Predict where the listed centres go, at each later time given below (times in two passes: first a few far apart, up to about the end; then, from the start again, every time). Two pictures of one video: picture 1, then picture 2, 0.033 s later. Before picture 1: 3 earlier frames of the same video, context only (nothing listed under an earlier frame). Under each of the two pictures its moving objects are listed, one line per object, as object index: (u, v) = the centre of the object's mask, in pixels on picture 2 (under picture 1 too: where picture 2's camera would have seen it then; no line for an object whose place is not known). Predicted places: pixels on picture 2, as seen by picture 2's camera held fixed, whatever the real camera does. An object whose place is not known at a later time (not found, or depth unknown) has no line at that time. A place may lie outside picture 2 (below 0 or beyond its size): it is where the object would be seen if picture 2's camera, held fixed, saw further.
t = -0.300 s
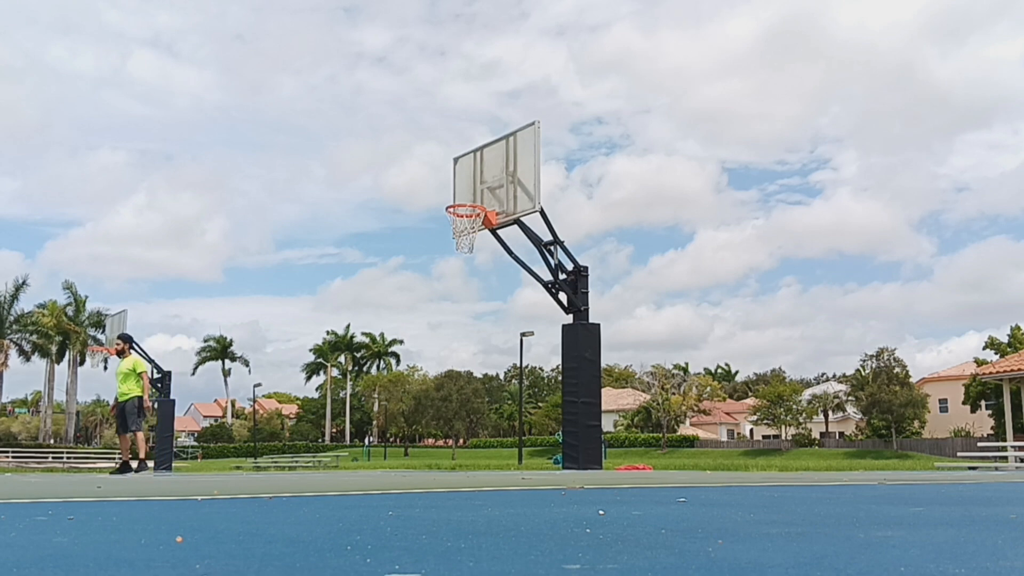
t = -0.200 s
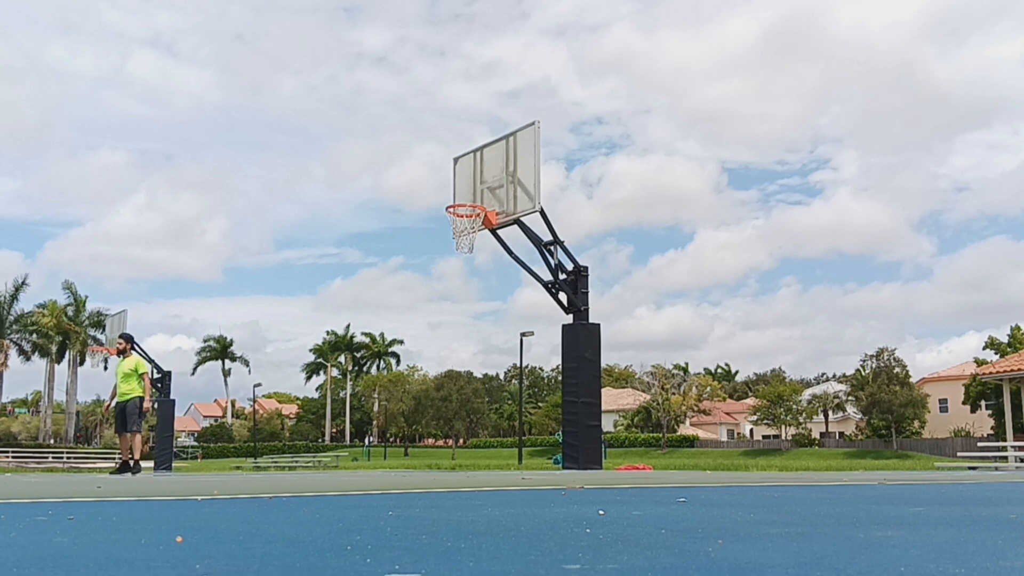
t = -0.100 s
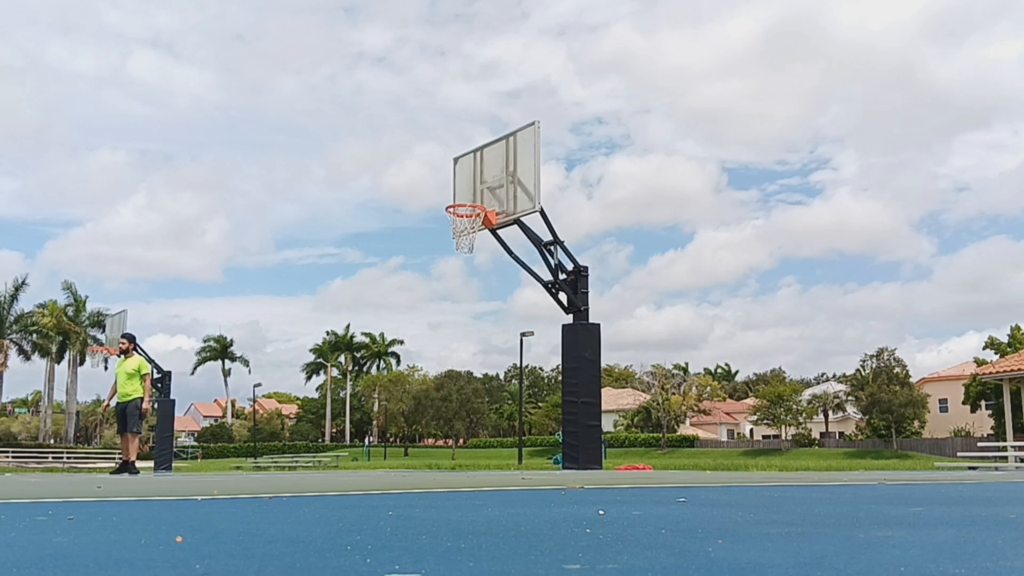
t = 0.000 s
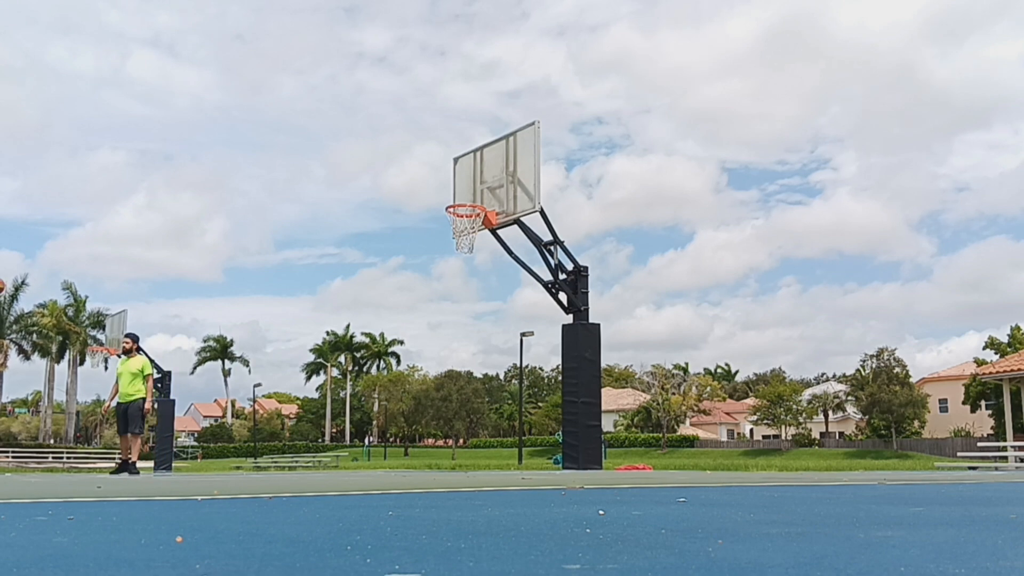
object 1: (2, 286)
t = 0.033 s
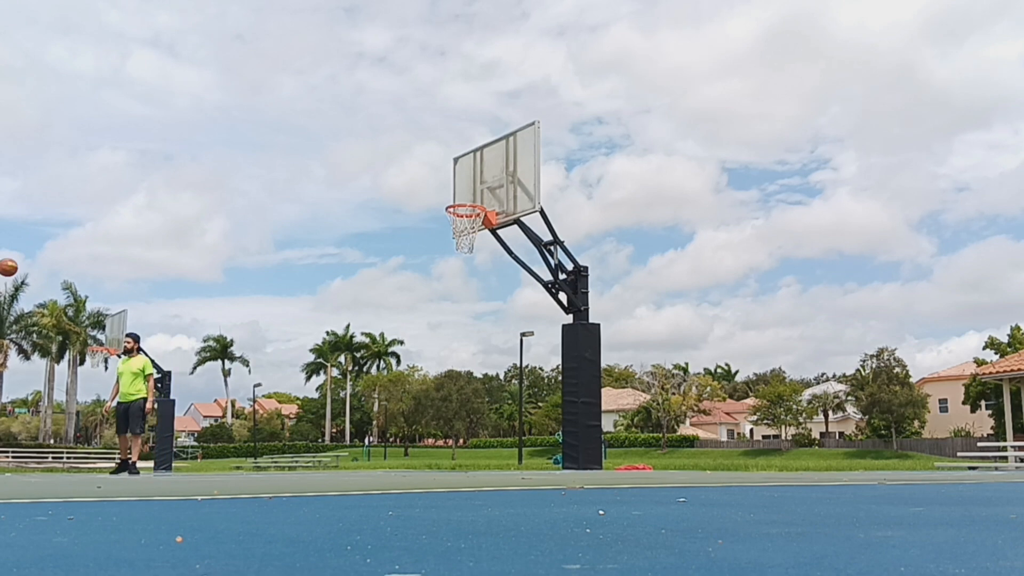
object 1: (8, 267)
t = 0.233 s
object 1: (87, 174)
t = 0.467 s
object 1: (177, 104)
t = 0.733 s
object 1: (277, 74)
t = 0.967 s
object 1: (365, 92)
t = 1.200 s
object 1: (454, 154)
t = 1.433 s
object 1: (491, 234)
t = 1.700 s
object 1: (471, 366)
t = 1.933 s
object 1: (444, 400)
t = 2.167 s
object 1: (402, 293)
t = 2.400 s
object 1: (355, 237)
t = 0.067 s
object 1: (21, 250)
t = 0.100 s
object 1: (34, 233)
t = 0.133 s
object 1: (47, 217)
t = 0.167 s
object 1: (61, 202)
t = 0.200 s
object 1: (74, 188)
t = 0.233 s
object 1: (87, 174)
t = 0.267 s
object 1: (100, 162)
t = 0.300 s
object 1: (113, 150)
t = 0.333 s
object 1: (126, 139)
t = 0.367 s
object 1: (138, 130)
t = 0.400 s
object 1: (151, 120)
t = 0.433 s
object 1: (164, 112)
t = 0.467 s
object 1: (177, 104)
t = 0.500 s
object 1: (189, 97)
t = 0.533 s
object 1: (202, 92)
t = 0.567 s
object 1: (214, 87)
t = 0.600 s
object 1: (227, 82)
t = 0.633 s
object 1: (240, 79)
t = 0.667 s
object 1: (252, 77)
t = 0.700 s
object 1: (265, 75)
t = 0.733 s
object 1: (277, 74)
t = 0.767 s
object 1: (290, 74)
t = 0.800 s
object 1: (303, 75)
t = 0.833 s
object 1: (315, 77)
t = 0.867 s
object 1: (328, 79)
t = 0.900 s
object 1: (340, 83)
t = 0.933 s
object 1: (353, 87)
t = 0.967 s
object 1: (365, 92)
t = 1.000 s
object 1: (378, 98)
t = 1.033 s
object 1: (391, 105)
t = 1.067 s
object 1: (403, 113)
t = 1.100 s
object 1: (416, 122)
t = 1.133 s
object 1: (428, 132)
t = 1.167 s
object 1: (441, 143)
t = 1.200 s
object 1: (454, 154)
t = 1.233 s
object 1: (466, 167)
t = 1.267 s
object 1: (479, 180)
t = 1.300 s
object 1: (492, 195)
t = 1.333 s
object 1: (497, 206)
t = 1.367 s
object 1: (495, 215)
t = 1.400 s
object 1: (493, 222)
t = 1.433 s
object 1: (491, 234)
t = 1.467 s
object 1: (488, 246)
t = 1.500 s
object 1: (486, 259)
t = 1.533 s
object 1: (484, 273)
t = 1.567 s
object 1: (481, 289)
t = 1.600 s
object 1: (479, 306)
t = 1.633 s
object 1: (476, 325)
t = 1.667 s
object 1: (474, 345)
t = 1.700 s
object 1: (471, 366)
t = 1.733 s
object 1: (469, 389)
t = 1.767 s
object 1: (466, 415)
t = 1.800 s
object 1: (464, 442)
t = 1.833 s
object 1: (460, 459)
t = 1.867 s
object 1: (455, 439)
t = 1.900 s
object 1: (449, 419)
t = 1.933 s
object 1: (444, 400)
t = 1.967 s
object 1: (439, 382)
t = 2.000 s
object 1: (432, 365)
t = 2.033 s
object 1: (426, 349)
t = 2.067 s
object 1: (420, 334)
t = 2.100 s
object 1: (414, 319)
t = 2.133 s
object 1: (408, 306)
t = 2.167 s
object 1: (402, 293)
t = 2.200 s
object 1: (395, 282)
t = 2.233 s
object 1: (389, 272)
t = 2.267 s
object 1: (382, 263)
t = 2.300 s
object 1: (376, 255)
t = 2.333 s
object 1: (369, 248)
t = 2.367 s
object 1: (362, 242)
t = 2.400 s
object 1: (355, 237)
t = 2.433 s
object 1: (348, 233)
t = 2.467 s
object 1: (340, 230)
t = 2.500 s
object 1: (333, 229)
